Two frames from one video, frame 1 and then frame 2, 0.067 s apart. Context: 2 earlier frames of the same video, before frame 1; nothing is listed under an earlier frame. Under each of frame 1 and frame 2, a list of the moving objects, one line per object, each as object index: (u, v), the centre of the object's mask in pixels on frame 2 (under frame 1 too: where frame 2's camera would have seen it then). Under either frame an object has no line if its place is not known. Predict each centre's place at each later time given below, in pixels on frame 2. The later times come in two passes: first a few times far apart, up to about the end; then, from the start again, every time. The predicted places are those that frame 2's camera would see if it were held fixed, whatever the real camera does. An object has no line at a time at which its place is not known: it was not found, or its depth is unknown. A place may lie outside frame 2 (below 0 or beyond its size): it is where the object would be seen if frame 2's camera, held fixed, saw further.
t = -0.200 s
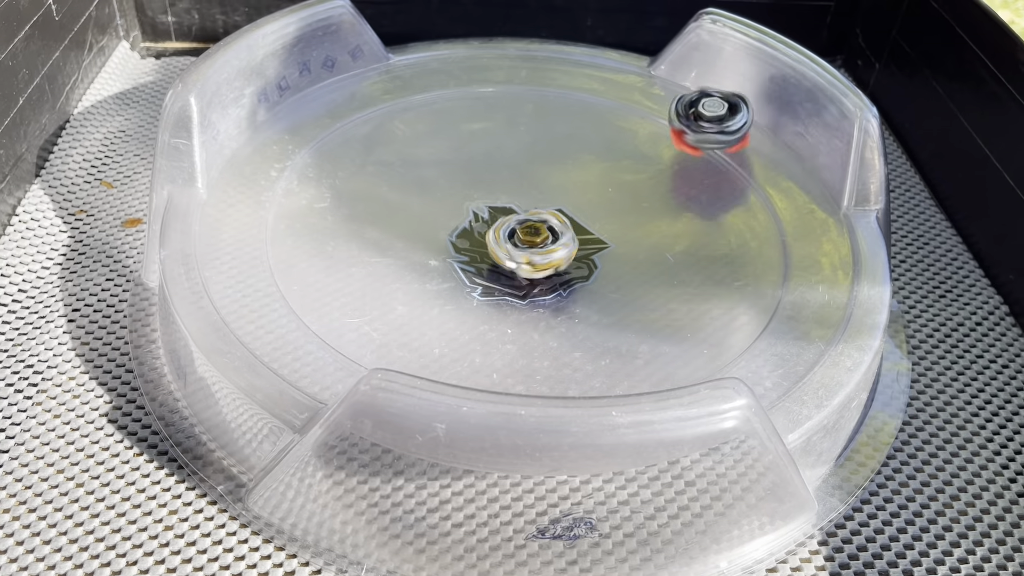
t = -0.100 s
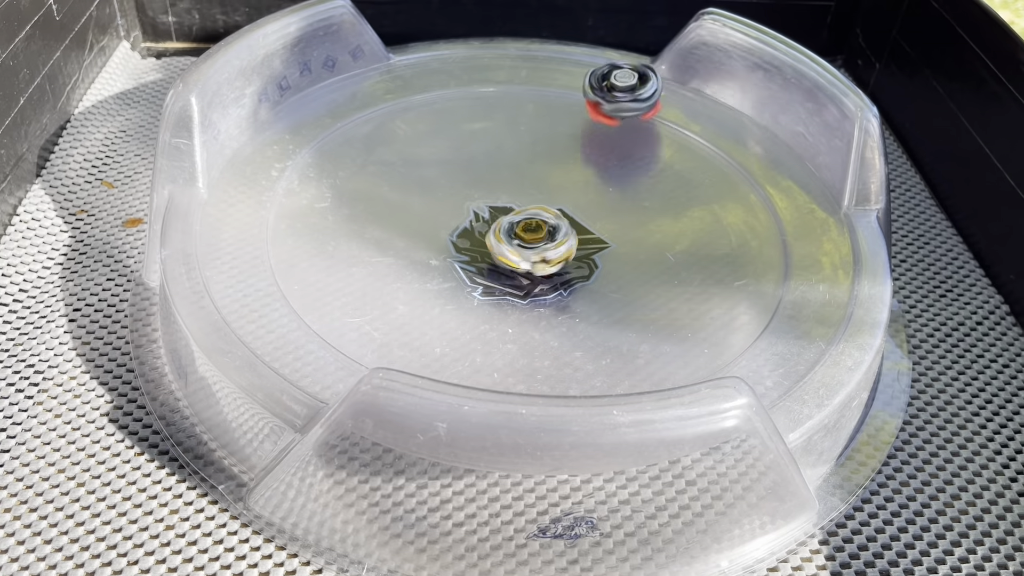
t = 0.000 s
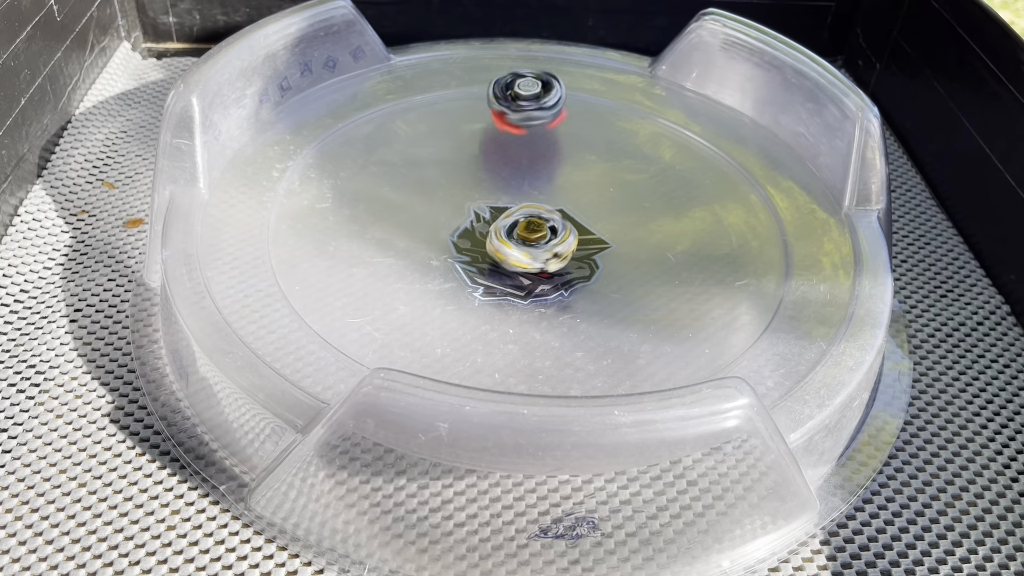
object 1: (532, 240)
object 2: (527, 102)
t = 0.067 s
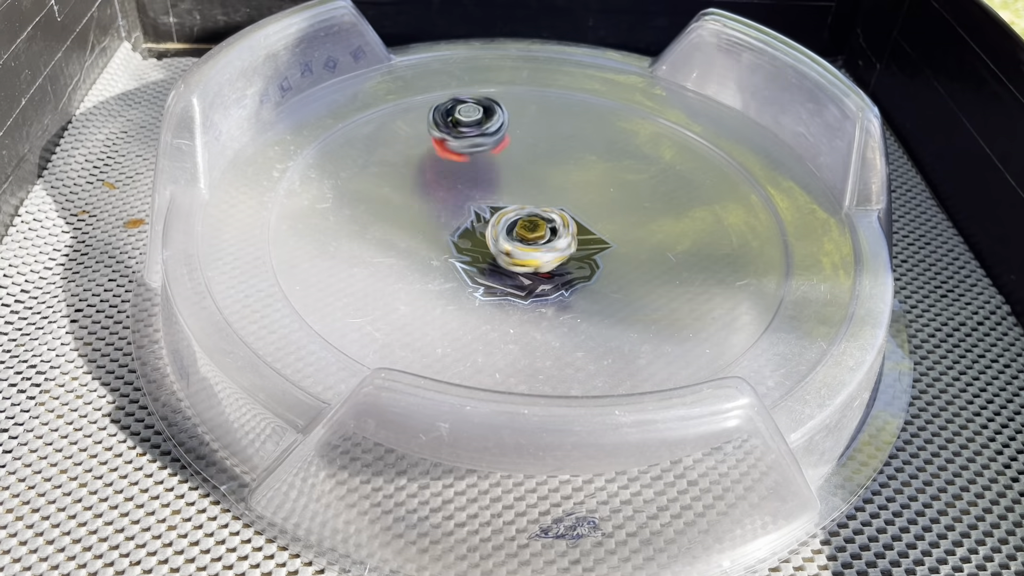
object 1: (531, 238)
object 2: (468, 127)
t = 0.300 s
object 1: (528, 236)
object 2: (445, 287)
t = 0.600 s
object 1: (523, 235)
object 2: (747, 299)
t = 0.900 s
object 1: (524, 236)
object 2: (589, 172)
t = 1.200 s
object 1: (479, 326)
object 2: (368, 100)
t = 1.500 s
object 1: (502, 183)
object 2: (297, 243)
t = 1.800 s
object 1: (554, 185)
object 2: (610, 290)
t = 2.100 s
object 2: (633, 119)
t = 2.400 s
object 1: (565, 215)
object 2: (422, 130)
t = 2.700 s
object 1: (554, 226)
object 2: (513, 307)
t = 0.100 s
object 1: (531, 238)
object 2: (445, 145)
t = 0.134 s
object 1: (530, 238)
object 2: (426, 166)
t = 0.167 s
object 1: (529, 238)
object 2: (416, 190)
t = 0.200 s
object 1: (529, 237)
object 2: (411, 214)
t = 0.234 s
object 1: (529, 237)
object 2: (415, 239)
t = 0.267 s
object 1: (528, 236)
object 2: (426, 263)
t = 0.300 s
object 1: (528, 236)
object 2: (445, 287)
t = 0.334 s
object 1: (528, 236)
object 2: (471, 309)
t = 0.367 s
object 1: (527, 236)
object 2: (506, 328)
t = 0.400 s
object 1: (526, 235)
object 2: (547, 342)
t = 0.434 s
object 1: (526, 235)
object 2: (592, 350)
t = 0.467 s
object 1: (526, 235)
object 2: (638, 352)
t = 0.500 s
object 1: (525, 235)
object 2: (681, 348)
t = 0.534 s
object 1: (524, 235)
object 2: (707, 335)
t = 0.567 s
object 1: (524, 235)
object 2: (729, 317)
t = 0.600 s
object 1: (523, 235)
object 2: (747, 299)
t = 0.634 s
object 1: (523, 234)
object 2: (758, 282)
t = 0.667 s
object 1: (523, 234)
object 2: (760, 263)
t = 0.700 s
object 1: (522, 235)
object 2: (752, 245)
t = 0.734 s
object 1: (522, 235)
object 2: (736, 226)
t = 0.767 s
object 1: (523, 235)
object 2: (714, 209)
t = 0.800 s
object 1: (523, 235)
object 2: (687, 195)
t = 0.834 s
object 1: (523, 236)
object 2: (656, 184)
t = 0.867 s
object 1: (524, 236)
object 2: (624, 177)
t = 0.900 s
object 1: (524, 236)
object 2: (589, 172)
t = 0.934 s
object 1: (524, 236)
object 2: (553, 171)
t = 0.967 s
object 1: (525, 237)
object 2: (517, 172)
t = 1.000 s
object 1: (521, 283)
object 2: (488, 141)
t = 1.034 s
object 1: (518, 326)
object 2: (464, 116)
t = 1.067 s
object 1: (514, 358)
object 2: (441, 97)
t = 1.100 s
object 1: (507, 364)
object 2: (419, 85)
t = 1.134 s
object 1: (498, 352)
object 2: (400, 80)
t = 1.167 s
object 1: (489, 330)
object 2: (382, 86)
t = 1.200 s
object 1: (479, 326)
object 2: (368, 100)
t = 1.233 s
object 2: (354, 111)
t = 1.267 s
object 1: (470, 302)
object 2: (338, 124)
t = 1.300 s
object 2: (324, 137)
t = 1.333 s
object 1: (470, 262)
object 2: (310, 150)
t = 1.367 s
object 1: (473, 246)
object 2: (291, 164)
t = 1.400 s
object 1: (481, 229)
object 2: (281, 180)
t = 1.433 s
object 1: (487, 212)
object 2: (282, 201)
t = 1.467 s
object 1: (495, 196)
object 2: (286, 225)
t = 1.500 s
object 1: (502, 183)
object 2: (297, 243)
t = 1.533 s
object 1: (510, 175)
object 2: (319, 263)
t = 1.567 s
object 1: (520, 169)
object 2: (351, 279)
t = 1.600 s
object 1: (531, 169)
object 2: (383, 293)
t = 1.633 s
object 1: (537, 171)
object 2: (425, 306)
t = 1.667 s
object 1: (542, 174)
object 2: (464, 312)
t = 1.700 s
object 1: (545, 177)
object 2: (506, 316)
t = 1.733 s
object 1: (549, 179)
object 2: (545, 310)
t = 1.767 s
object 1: (551, 182)
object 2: (578, 303)
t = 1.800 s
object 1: (554, 185)
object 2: (610, 290)
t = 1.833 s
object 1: (555, 187)
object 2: (633, 276)
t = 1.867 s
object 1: (558, 189)
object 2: (654, 256)
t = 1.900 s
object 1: (559, 191)
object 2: (664, 236)
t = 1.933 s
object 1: (561, 193)
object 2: (674, 216)
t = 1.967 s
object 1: (562, 195)
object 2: (674, 195)
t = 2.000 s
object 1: (564, 197)
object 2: (672, 175)
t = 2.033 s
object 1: (564, 198)
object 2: (663, 154)
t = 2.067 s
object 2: (651, 136)
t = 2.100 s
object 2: (633, 119)
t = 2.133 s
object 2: (613, 107)
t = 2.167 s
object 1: (566, 204)
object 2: (591, 95)
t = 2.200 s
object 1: (567, 206)
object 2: (565, 89)
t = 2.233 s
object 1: (566, 207)
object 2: (539, 85)
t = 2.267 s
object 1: (566, 209)
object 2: (512, 87)
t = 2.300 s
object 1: (566, 210)
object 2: (487, 91)
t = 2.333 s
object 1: (566, 212)
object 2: (461, 101)
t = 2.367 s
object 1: (566, 213)
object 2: (441, 114)
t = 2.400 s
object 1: (565, 215)
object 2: (422, 130)
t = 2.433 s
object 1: (565, 216)
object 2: (410, 149)
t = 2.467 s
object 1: (564, 217)
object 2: (400, 169)
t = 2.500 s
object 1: (563, 218)
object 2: (401, 191)
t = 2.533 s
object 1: (560, 220)
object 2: (404, 213)
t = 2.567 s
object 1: (559, 221)
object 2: (417, 235)
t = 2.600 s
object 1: (557, 222)
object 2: (432, 255)
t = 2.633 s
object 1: (556, 223)
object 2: (455, 276)
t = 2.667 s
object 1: (556, 224)
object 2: (480, 291)
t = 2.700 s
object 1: (554, 226)
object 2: (513, 307)
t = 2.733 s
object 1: (554, 227)
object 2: (547, 315)
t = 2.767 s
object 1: (553, 228)
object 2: (585, 324)
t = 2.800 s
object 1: (552, 229)
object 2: (623, 323)
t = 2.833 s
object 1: (551, 230)
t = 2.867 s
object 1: (550, 232)
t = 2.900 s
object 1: (549, 232)
